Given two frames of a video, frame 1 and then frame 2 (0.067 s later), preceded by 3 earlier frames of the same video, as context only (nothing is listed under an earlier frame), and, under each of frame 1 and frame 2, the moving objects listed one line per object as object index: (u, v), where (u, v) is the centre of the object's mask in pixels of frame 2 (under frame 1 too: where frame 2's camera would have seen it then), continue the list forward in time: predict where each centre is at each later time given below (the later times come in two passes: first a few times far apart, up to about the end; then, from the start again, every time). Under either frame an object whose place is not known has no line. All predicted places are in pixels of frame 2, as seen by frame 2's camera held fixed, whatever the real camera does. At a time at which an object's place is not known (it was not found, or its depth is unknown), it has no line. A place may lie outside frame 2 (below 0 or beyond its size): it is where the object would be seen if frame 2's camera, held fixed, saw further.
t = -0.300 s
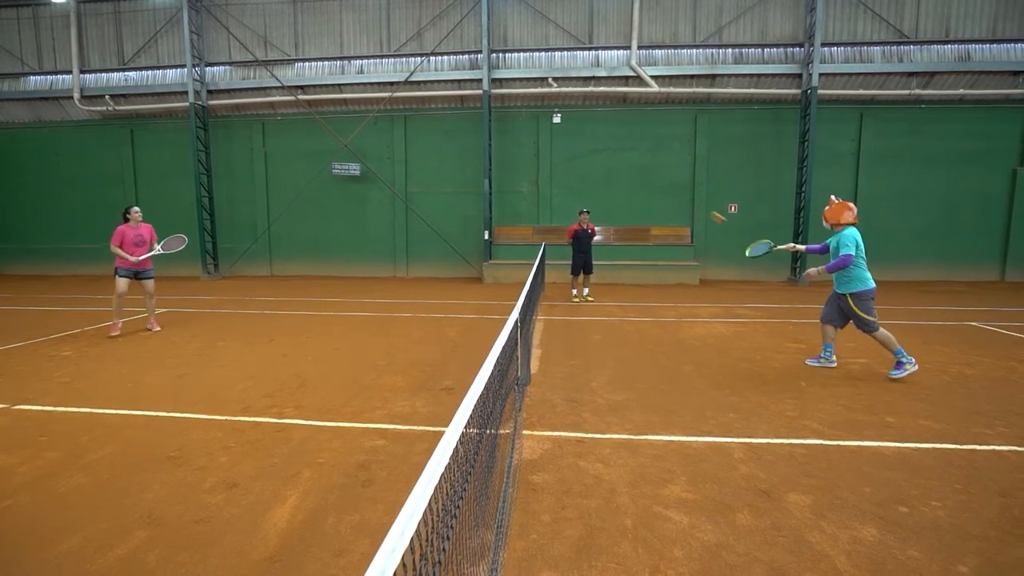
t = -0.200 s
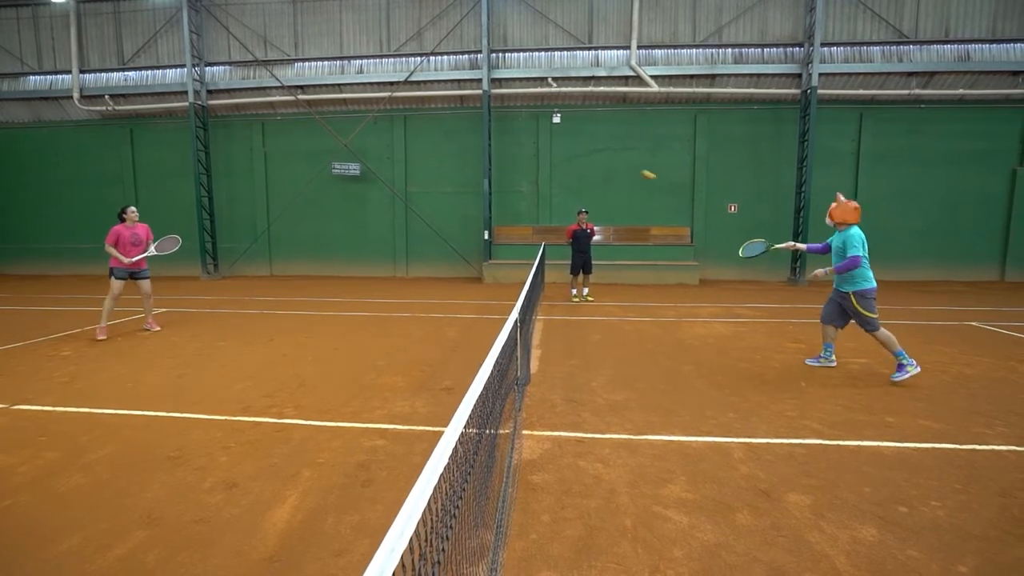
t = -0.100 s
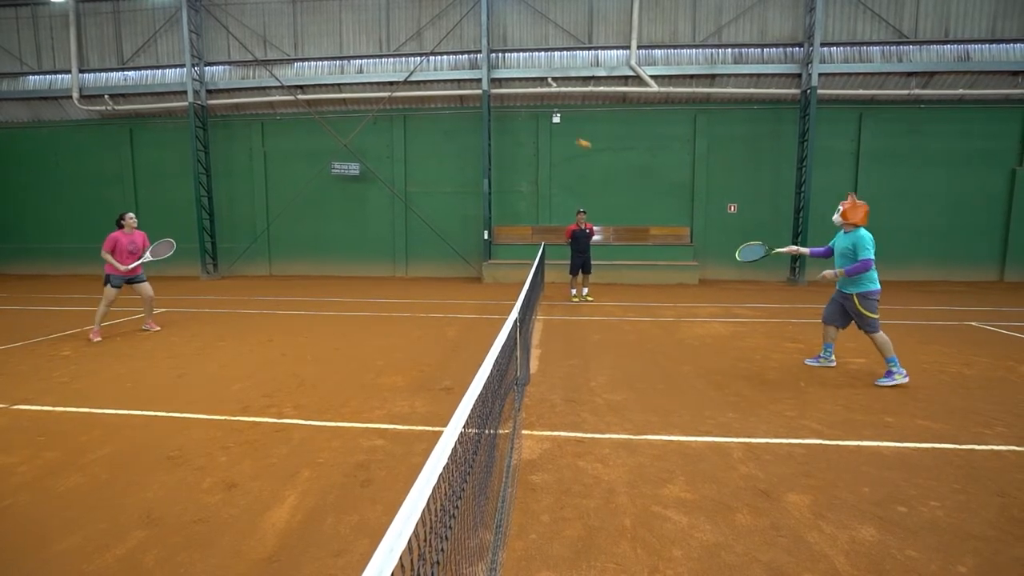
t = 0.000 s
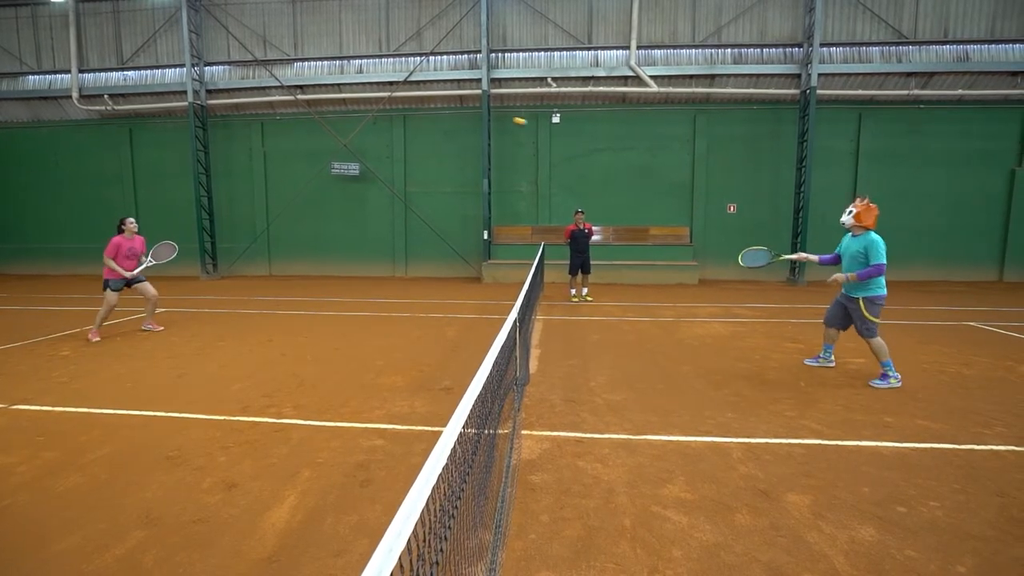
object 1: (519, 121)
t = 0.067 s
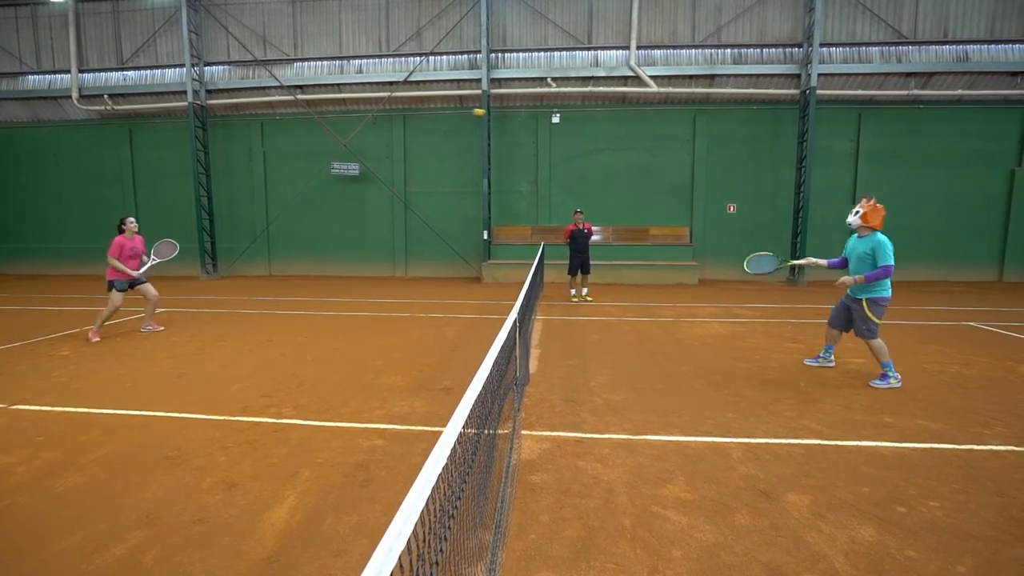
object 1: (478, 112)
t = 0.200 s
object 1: (404, 106)
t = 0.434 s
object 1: (288, 130)
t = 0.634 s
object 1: (204, 183)
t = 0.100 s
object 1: (459, 109)
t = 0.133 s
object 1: (440, 107)
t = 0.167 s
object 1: (422, 106)
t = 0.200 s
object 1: (404, 106)
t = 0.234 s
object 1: (387, 106)
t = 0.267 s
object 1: (369, 107)
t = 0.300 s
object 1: (351, 110)
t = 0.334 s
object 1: (334, 114)
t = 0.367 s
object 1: (319, 119)
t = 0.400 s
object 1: (304, 124)
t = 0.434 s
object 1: (288, 130)
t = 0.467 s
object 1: (273, 137)
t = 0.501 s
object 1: (257, 145)
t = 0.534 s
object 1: (244, 153)
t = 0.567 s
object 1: (229, 162)
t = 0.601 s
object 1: (216, 172)
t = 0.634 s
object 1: (204, 183)
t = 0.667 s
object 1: (191, 193)
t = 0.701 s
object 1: (178, 205)
